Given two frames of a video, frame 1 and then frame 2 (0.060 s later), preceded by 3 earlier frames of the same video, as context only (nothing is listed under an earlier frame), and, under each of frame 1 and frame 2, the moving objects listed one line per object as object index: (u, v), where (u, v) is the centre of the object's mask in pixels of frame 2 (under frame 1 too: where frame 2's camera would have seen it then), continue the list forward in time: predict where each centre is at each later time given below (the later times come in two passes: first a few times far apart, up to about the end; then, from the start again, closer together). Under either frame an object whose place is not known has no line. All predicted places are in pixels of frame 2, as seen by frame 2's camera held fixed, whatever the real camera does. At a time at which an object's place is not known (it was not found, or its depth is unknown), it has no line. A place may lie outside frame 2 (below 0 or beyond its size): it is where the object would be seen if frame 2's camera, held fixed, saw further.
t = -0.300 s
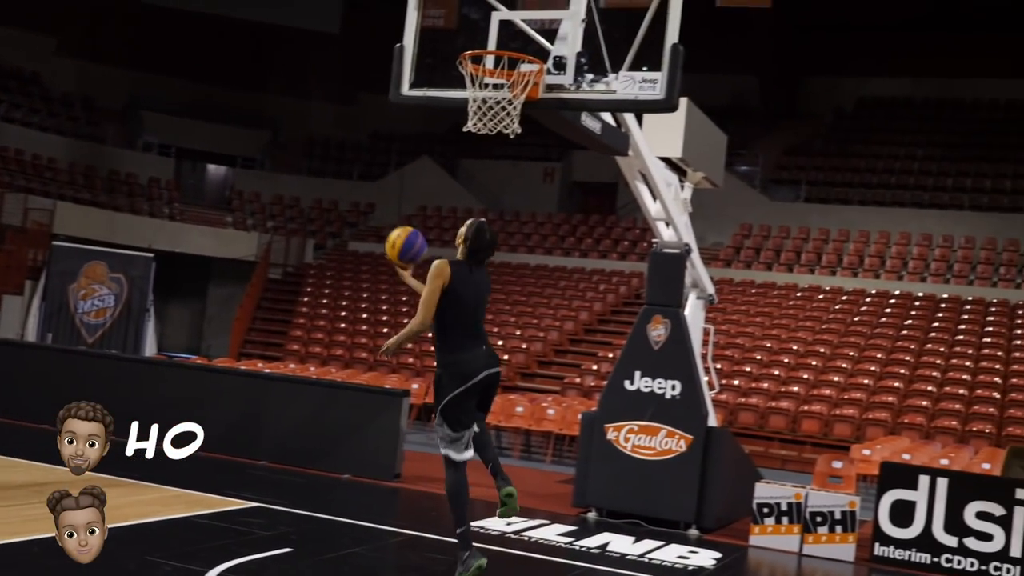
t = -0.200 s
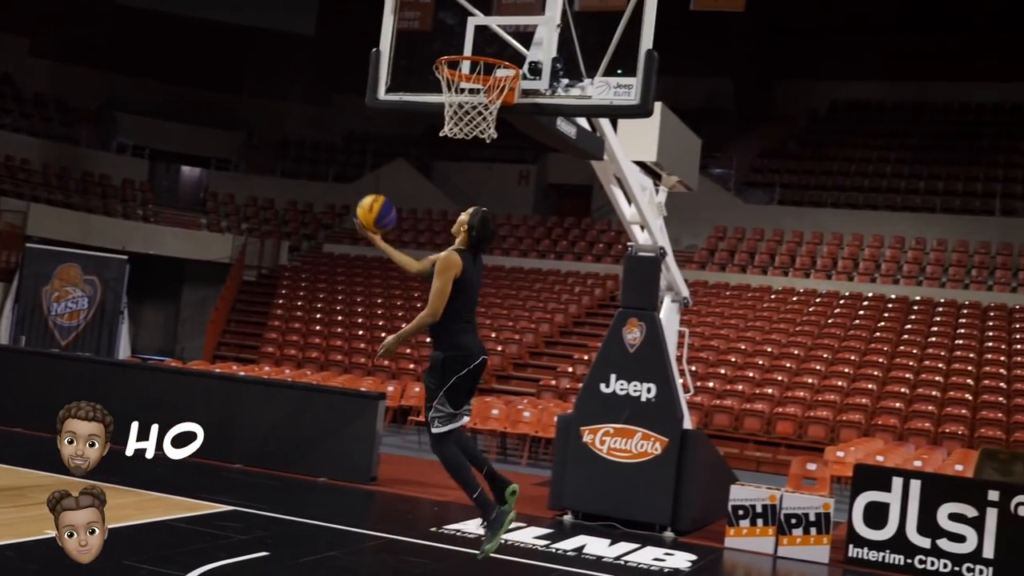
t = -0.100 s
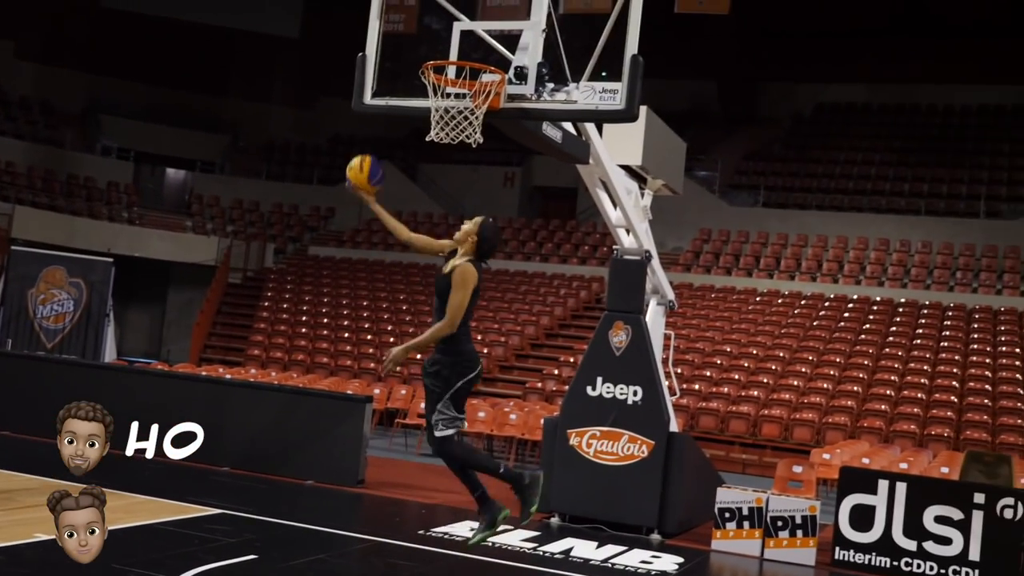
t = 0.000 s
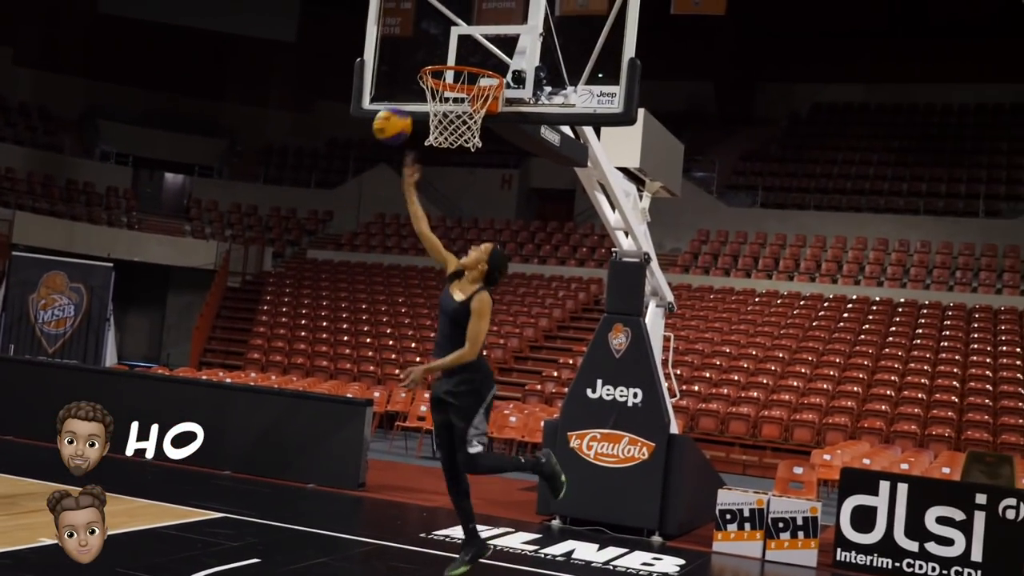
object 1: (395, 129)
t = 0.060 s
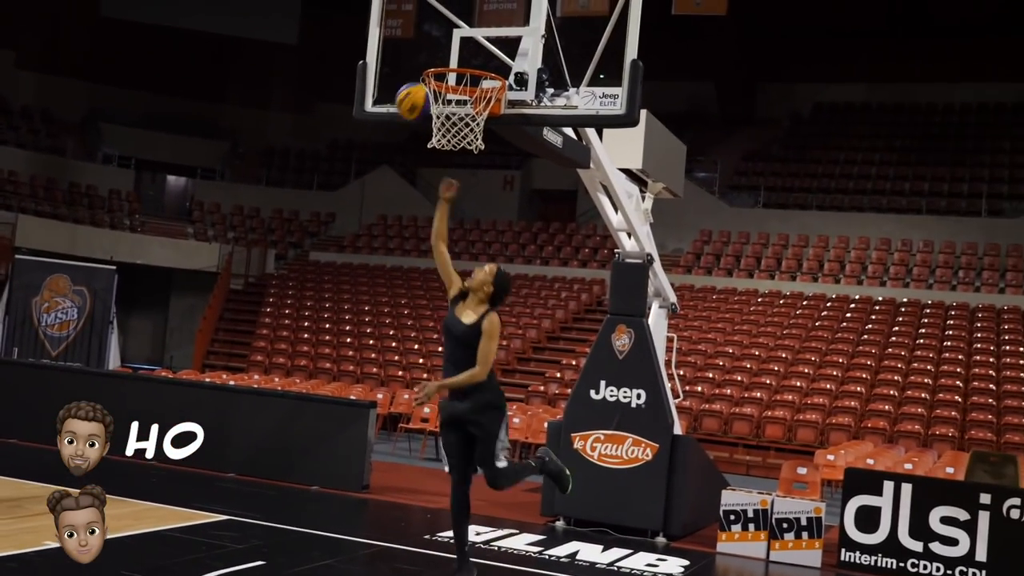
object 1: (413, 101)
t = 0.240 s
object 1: (428, 66)
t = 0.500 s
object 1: (395, 116)
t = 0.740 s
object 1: (356, 253)
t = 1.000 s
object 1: (300, 500)
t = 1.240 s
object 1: (298, 419)
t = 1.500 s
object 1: (298, 327)
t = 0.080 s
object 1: (415, 95)
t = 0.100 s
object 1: (415, 89)
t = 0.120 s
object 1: (415, 83)
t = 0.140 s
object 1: (420, 80)
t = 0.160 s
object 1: (419, 76)
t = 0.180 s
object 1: (421, 71)
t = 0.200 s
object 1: (423, 69)
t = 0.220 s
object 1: (427, 68)
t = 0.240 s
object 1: (428, 66)
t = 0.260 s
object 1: (425, 66)
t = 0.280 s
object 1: (425, 68)
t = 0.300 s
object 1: (420, 68)
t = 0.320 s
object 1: (417, 70)
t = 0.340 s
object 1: (414, 72)
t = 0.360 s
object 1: (413, 77)
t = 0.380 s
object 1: (410, 83)
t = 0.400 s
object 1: (409, 86)
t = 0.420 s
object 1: (407, 91)
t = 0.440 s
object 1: (404, 96)
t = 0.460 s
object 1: (402, 102)
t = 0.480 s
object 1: (398, 109)
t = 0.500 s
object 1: (395, 116)
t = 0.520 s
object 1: (392, 125)
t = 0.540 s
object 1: (389, 133)
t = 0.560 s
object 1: (389, 143)
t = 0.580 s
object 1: (386, 153)
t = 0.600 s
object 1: (383, 164)
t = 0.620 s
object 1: (379, 174)
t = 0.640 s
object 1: (376, 186)
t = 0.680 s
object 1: (367, 211)
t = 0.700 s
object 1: (364, 224)
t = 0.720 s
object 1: (360, 237)
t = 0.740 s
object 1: (356, 253)
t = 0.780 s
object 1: (348, 284)
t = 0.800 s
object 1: (343, 301)
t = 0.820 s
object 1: (338, 318)
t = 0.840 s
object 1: (335, 334)
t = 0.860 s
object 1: (331, 353)
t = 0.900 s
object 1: (322, 393)
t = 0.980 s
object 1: (304, 478)
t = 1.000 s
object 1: (300, 500)
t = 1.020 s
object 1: (295, 524)
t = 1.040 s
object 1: (289, 549)
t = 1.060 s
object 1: (287, 549)
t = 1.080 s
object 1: (290, 531)
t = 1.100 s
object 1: (291, 513)
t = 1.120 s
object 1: (293, 498)
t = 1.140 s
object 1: (294, 483)
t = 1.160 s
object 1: (295, 469)
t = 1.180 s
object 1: (296, 456)
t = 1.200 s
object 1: (296, 443)
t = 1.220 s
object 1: (297, 431)
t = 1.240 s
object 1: (298, 419)
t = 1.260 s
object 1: (298, 409)
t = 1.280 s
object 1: (298, 399)
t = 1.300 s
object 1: (298, 389)
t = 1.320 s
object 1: (299, 379)
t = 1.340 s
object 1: (299, 371)
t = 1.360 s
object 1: (299, 363)
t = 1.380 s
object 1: (299, 356)
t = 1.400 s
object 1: (299, 350)
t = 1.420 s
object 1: (299, 344)
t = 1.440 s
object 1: (299, 339)
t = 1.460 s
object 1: (299, 334)
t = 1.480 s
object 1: (298, 330)
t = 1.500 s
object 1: (298, 327)
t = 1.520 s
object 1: (297, 324)
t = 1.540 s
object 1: (297, 322)
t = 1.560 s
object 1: (296, 321)
